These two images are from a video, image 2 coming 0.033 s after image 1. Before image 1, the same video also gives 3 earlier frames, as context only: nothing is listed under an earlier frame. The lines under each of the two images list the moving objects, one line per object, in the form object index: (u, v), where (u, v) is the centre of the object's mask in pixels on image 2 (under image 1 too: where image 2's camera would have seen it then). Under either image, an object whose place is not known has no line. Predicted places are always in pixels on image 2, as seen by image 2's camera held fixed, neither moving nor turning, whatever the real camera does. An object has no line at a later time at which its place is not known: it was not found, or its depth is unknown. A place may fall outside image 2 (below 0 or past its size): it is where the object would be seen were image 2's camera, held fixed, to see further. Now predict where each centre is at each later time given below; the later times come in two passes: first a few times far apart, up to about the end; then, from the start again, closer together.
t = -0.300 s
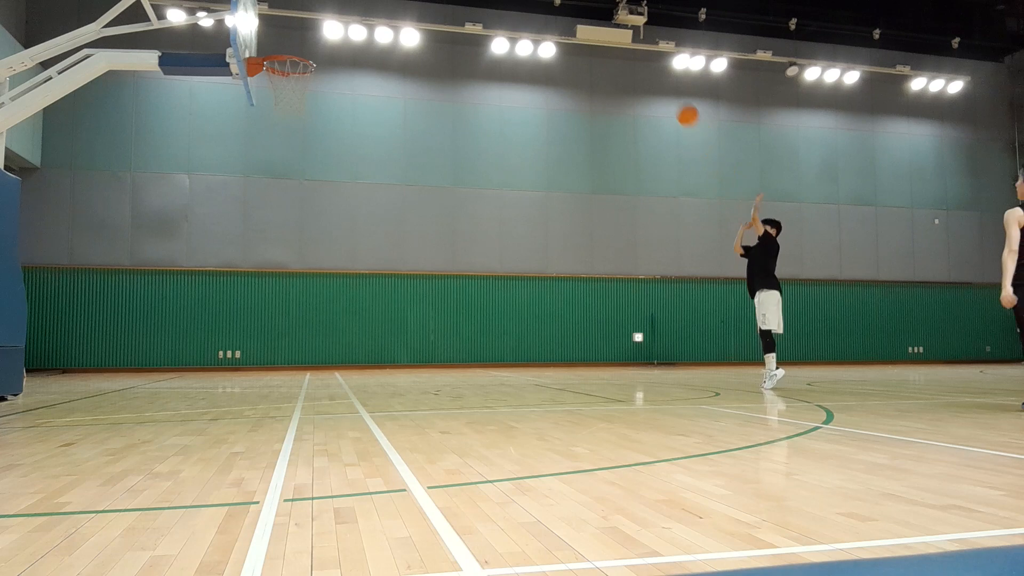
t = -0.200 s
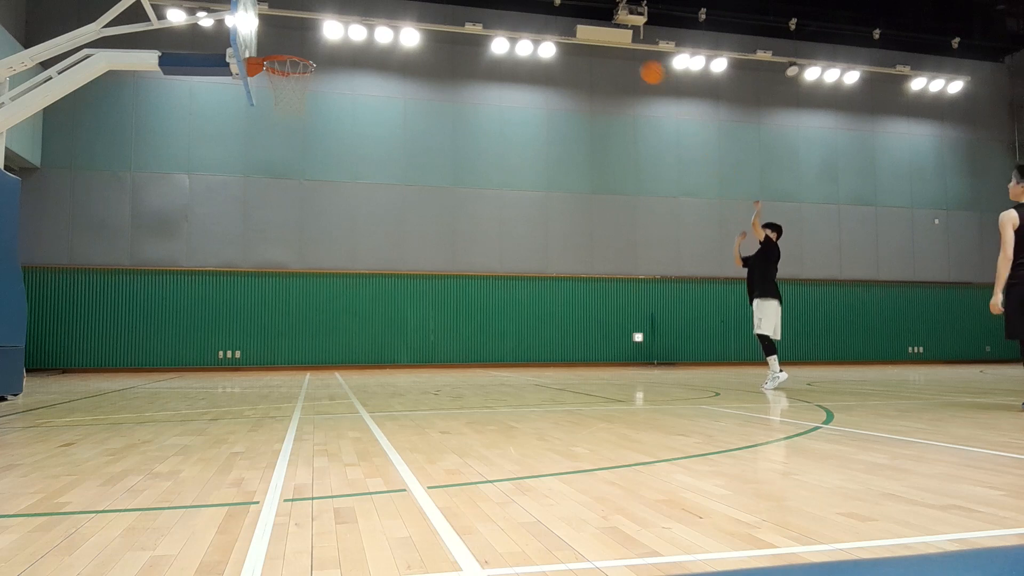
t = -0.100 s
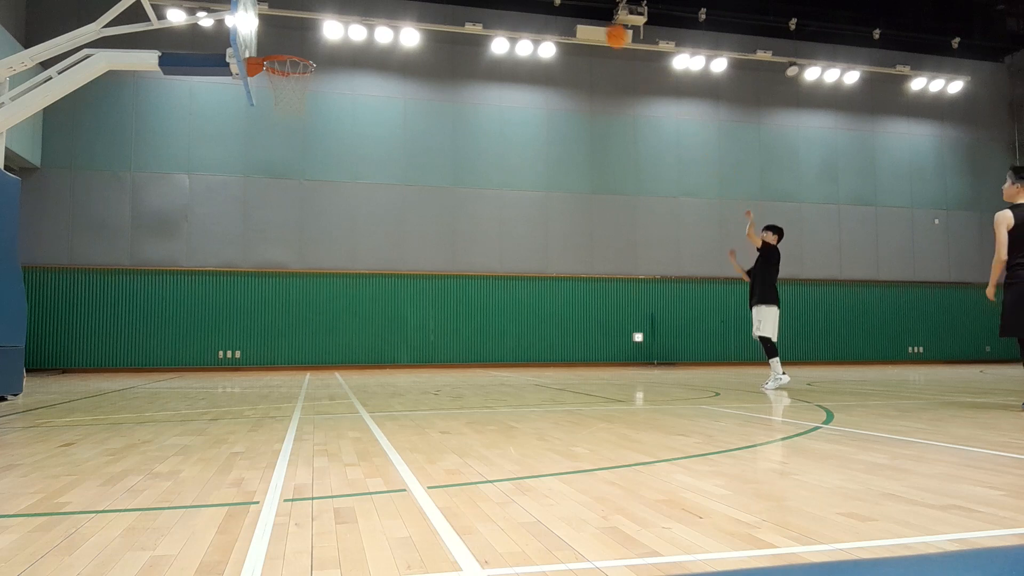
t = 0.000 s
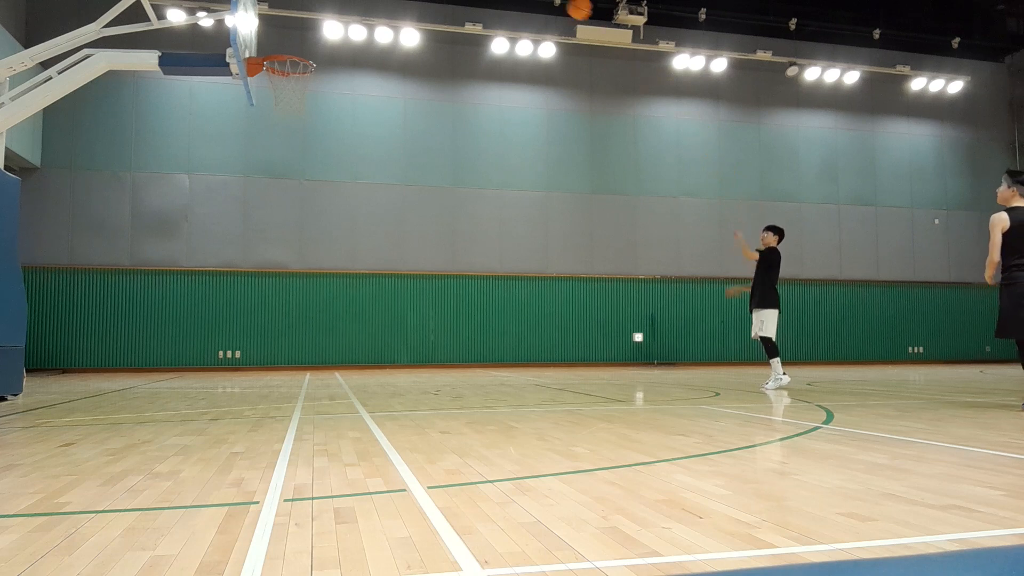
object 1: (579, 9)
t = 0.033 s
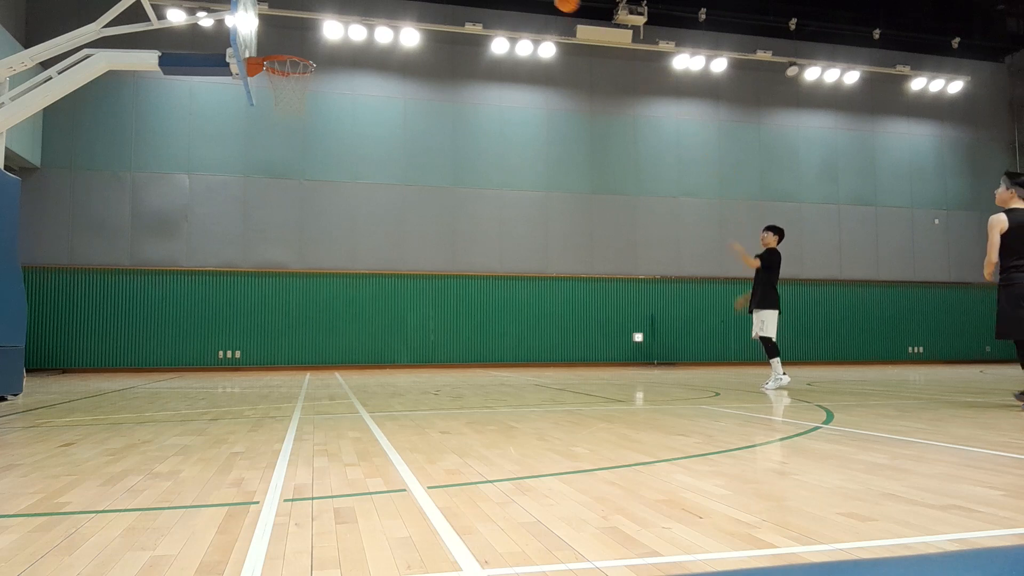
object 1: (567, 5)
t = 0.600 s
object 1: (348, 19)
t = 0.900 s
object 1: (244, 105)
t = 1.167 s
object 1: (181, 193)
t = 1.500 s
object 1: (102, 370)
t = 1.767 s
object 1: (107, 250)
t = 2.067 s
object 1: (110, 203)
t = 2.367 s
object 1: (109, 261)
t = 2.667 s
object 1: (105, 368)
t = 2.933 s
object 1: (100, 282)
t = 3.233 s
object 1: (90, 290)
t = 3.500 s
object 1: (77, 400)
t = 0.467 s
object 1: (400, 2)
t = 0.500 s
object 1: (388, 4)
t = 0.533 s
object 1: (374, 8)
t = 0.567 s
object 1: (362, 12)
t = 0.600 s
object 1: (348, 19)
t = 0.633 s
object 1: (331, 35)
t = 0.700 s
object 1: (306, 59)
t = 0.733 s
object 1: (290, 73)
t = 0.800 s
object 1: (267, 92)
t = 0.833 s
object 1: (259, 95)
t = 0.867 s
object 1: (252, 99)
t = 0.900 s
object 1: (244, 105)
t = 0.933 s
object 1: (237, 112)
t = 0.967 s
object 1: (229, 120)
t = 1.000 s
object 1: (221, 129)
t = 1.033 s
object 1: (213, 139)
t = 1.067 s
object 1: (205, 151)
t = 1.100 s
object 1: (197, 163)
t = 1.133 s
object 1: (189, 177)
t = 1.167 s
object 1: (181, 193)
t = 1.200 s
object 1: (172, 210)
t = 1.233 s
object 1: (164, 227)
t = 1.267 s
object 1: (156, 247)
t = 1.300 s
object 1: (147, 269)
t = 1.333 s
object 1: (138, 290)
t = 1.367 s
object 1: (129, 314)
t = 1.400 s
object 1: (120, 339)
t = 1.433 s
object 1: (111, 363)
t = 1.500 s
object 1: (102, 370)
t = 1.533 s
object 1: (103, 352)
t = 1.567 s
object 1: (104, 334)
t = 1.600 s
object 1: (104, 317)
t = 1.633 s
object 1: (105, 302)
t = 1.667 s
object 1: (105, 287)
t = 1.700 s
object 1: (106, 274)
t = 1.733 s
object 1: (106, 261)
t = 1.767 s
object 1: (107, 250)
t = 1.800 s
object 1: (107, 239)
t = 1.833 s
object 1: (108, 231)
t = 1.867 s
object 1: (108, 223)
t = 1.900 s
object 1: (108, 217)
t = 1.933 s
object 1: (109, 211)
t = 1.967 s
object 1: (109, 207)
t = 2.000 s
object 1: (109, 204)
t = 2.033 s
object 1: (109, 203)
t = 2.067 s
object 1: (110, 203)
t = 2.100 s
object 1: (109, 204)
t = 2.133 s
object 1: (110, 206)
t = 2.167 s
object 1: (110, 210)
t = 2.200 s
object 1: (109, 215)
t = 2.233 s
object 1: (110, 221)
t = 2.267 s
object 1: (109, 229)
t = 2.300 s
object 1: (109, 238)
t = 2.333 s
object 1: (109, 249)
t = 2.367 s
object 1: (109, 261)
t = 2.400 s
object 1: (109, 275)
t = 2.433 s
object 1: (109, 289)
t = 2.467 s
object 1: (108, 306)
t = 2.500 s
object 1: (107, 324)
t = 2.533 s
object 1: (107, 344)
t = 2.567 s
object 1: (107, 364)
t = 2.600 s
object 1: (106, 387)
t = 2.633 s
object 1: (106, 385)
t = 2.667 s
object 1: (105, 368)
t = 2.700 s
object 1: (105, 354)
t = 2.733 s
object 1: (104, 340)
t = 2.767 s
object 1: (104, 327)
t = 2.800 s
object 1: (103, 315)
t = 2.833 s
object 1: (102, 305)
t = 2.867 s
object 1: (102, 296)
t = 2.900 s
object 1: (101, 289)
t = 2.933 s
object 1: (100, 282)
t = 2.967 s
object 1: (99, 278)
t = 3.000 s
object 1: (98, 274)
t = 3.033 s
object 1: (97, 272)
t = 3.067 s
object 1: (96, 271)
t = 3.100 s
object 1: (95, 272)
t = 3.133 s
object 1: (94, 274)
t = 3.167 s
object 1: (92, 278)
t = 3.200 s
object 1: (91, 283)
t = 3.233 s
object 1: (90, 290)
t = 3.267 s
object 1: (88, 298)
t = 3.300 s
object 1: (87, 308)
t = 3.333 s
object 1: (85, 320)
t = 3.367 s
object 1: (84, 333)
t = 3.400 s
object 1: (82, 348)
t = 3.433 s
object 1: (81, 363)
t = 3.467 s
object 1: (78, 381)
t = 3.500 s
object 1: (77, 400)
